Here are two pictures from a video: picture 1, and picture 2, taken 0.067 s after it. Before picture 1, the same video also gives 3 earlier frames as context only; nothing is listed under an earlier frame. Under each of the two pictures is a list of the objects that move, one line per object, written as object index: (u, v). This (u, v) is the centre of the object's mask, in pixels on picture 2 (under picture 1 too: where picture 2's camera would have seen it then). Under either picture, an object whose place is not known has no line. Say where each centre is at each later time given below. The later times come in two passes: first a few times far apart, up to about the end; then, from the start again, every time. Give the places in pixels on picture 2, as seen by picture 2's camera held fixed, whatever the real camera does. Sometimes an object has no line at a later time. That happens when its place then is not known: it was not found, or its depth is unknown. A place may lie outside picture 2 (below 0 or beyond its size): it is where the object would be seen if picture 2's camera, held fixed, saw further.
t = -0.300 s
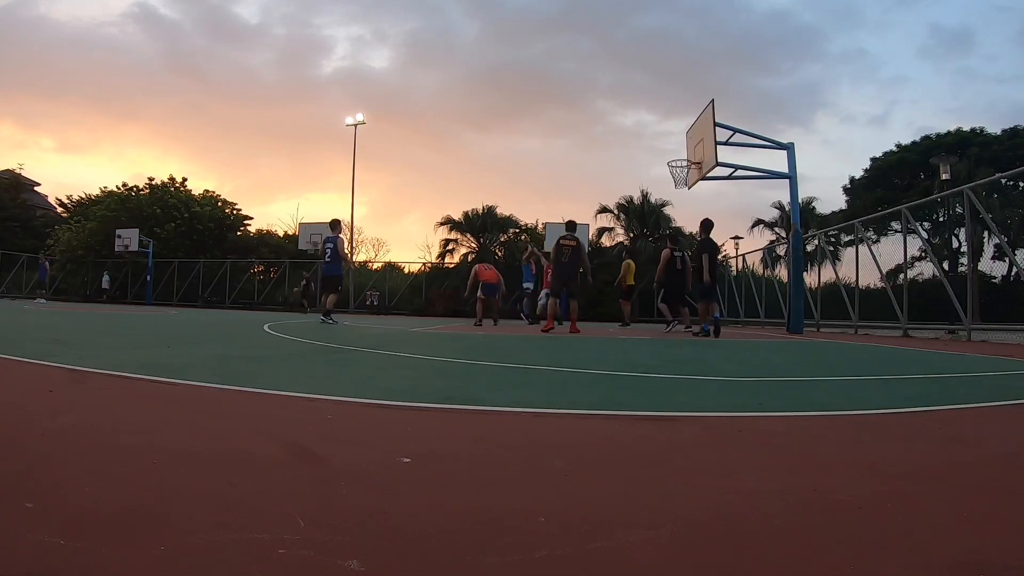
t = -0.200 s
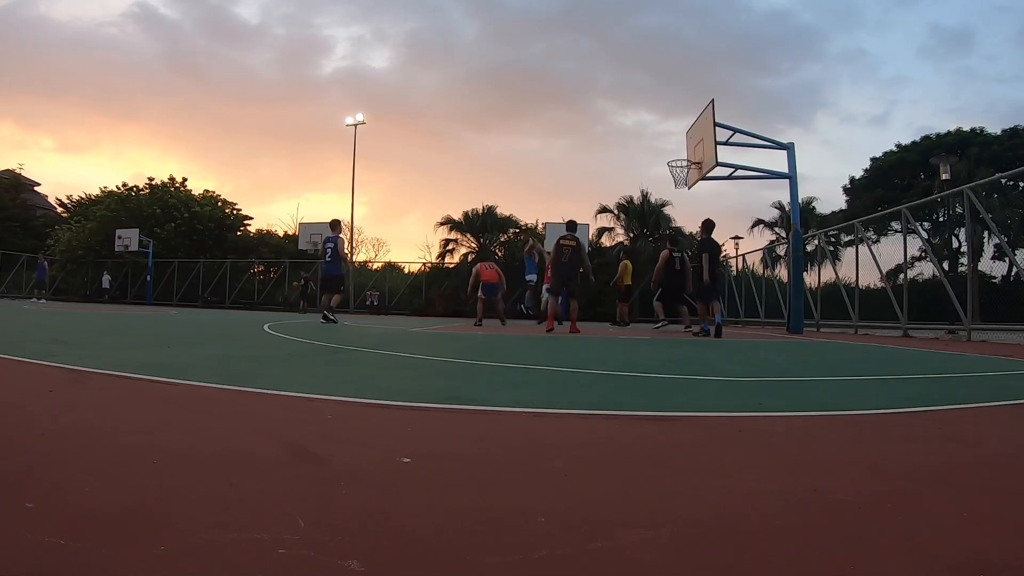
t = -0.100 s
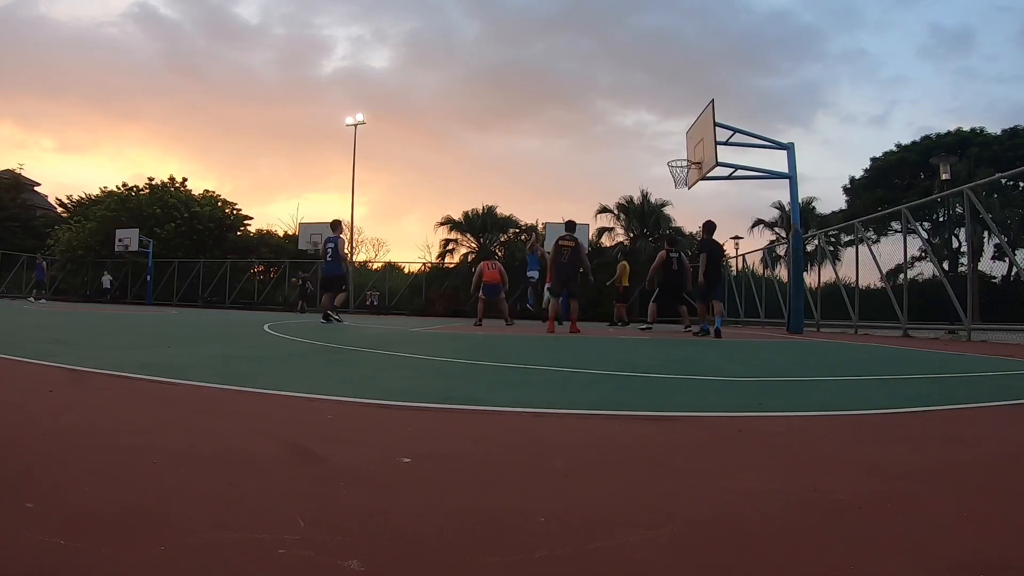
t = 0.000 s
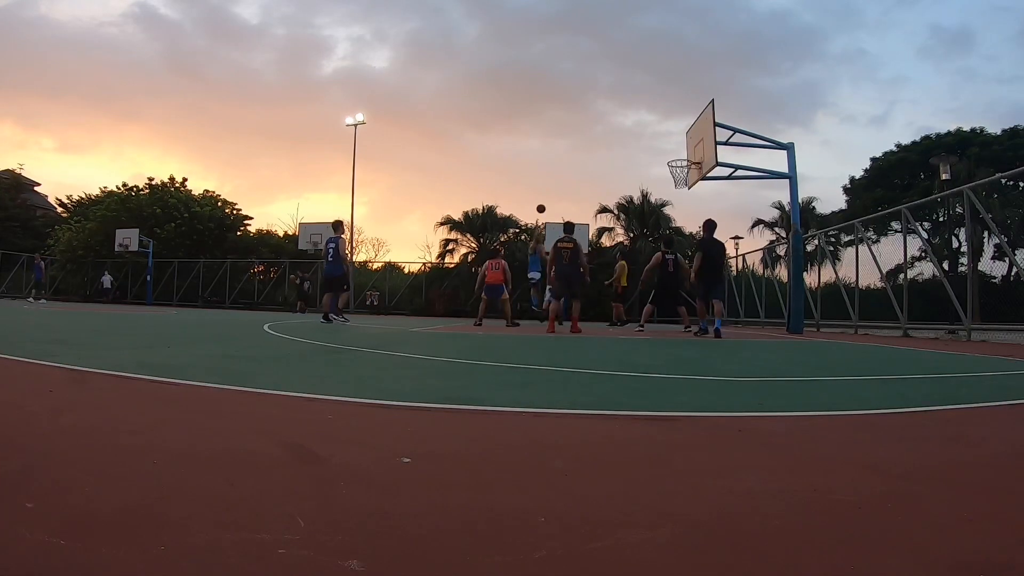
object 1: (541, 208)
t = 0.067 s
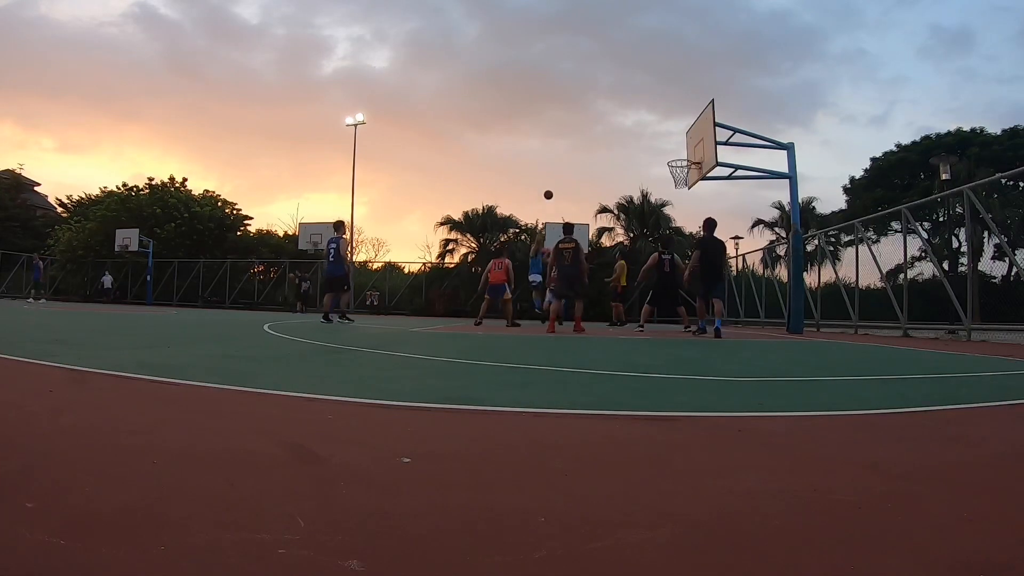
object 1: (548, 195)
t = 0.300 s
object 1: (576, 157)
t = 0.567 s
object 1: (611, 138)
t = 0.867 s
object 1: (659, 154)
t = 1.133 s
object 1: (662, 135)
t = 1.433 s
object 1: (656, 137)
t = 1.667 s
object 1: (651, 171)
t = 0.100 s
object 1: (552, 188)
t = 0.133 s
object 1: (555, 181)
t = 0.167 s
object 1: (559, 176)
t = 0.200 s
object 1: (564, 171)
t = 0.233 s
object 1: (567, 166)
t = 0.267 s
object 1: (572, 161)
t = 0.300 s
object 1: (576, 157)
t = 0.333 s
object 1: (580, 153)
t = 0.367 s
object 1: (584, 150)
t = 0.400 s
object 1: (588, 146)
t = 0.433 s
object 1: (593, 144)
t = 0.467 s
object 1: (597, 142)
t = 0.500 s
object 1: (602, 140)
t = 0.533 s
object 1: (606, 139)
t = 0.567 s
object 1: (611, 138)
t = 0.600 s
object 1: (616, 137)
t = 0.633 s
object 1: (621, 137)
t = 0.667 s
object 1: (626, 138)
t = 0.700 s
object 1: (631, 139)
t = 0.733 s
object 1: (637, 141)
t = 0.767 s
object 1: (642, 143)
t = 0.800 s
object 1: (648, 146)
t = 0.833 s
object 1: (653, 150)
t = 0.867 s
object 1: (659, 154)
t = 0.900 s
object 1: (665, 158)
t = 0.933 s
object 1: (667, 158)
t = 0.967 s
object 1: (667, 153)
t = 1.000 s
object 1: (666, 149)
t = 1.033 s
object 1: (665, 144)
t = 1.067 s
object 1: (664, 141)
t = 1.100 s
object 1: (663, 138)
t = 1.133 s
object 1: (662, 135)
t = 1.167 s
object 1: (661, 133)
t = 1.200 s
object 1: (661, 132)
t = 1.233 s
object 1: (660, 131)
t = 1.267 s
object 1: (659, 131)
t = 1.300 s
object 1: (658, 131)
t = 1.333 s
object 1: (658, 132)
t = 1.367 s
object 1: (657, 133)
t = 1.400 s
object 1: (656, 135)
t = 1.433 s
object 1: (656, 137)
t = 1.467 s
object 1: (655, 140)
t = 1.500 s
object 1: (654, 144)
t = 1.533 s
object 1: (654, 148)
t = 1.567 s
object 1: (653, 153)
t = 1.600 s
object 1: (652, 158)
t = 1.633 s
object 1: (652, 164)
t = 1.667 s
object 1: (651, 171)
